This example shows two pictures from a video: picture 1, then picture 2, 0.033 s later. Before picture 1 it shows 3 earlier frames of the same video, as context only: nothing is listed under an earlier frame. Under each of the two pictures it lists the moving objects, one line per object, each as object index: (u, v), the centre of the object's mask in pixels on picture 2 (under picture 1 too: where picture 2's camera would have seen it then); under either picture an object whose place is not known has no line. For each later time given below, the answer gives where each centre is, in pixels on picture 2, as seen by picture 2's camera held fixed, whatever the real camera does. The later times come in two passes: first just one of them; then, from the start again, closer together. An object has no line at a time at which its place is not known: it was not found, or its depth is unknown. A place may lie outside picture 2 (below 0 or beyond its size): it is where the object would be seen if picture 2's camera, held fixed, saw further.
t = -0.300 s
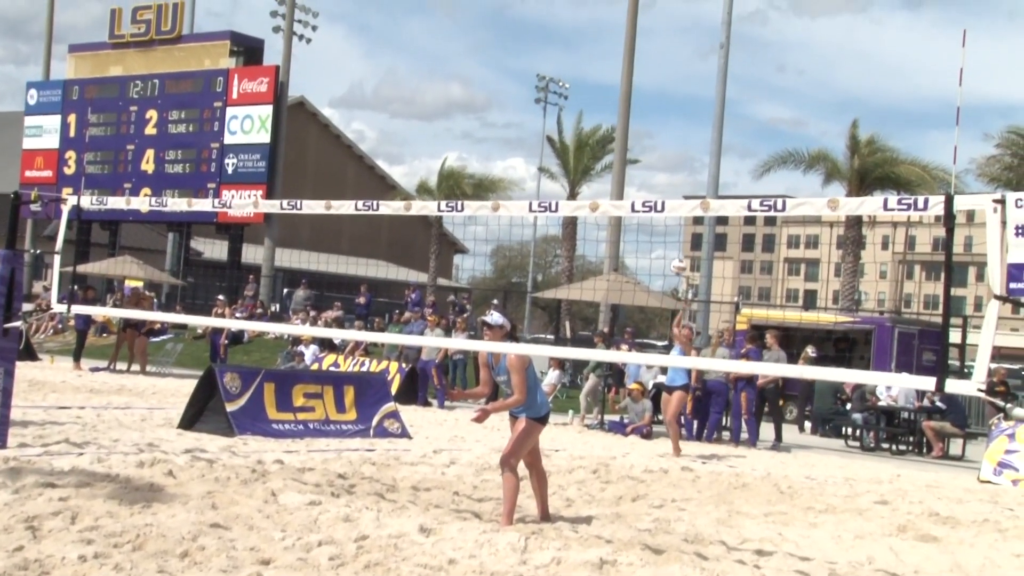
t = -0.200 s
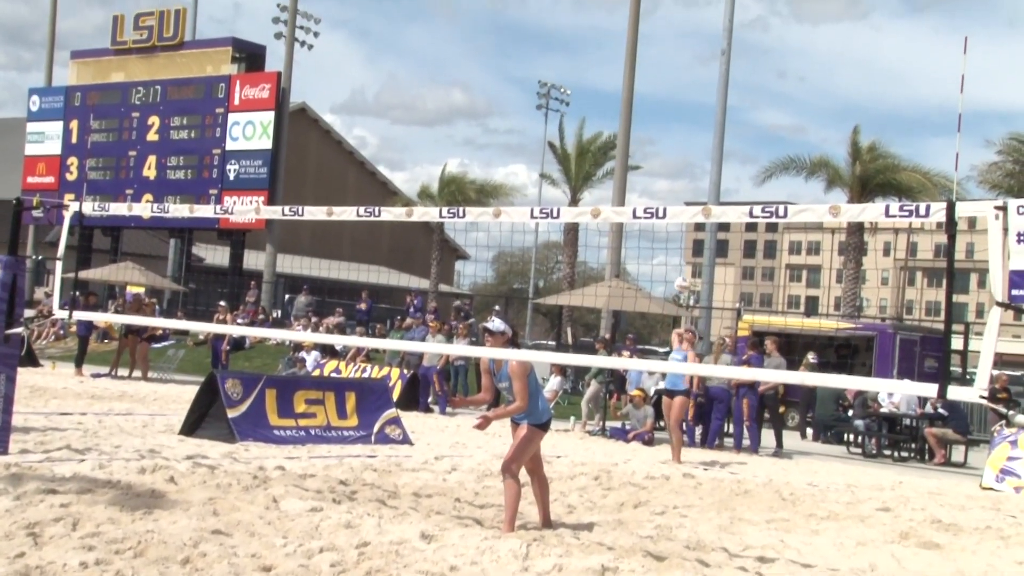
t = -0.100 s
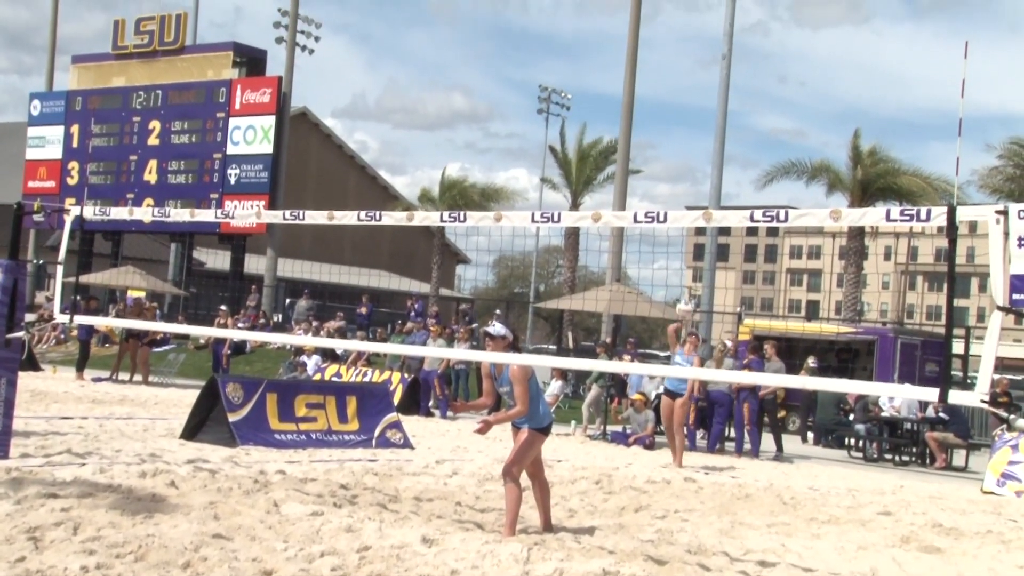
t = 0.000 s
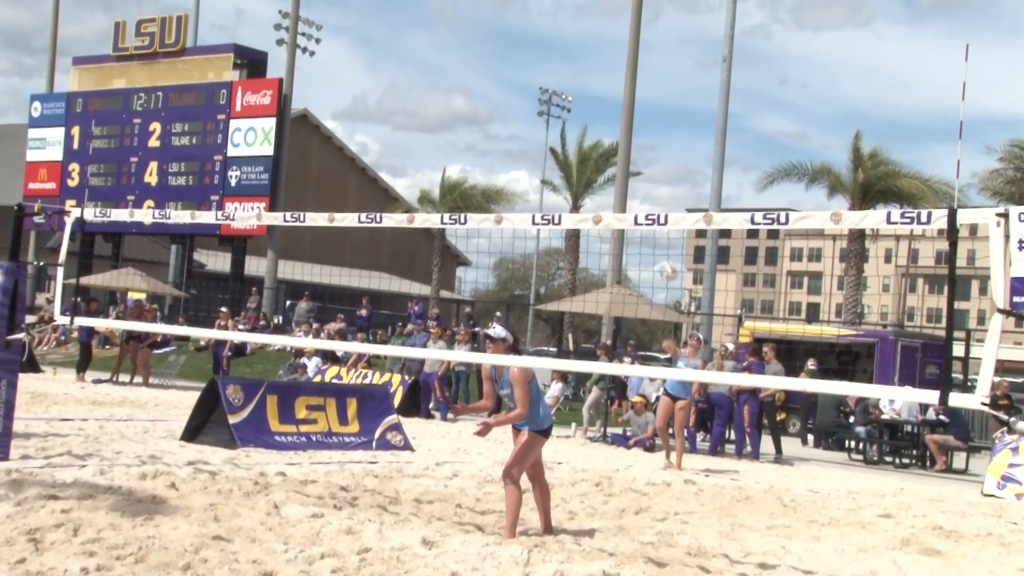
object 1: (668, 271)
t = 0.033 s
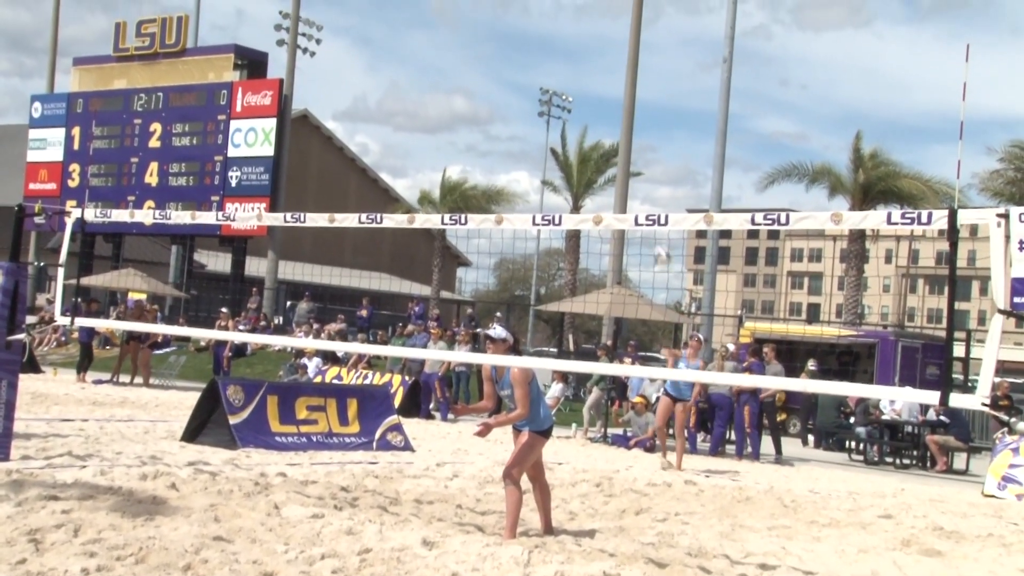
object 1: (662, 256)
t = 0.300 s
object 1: (606, 140)
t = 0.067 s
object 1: (656, 239)
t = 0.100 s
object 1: (649, 233)
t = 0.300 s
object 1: (606, 140)
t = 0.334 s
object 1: (598, 127)
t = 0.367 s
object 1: (589, 114)
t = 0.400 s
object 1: (579, 102)
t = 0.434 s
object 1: (570, 92)
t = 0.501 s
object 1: (546, 73)
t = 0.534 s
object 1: (532, 65)
